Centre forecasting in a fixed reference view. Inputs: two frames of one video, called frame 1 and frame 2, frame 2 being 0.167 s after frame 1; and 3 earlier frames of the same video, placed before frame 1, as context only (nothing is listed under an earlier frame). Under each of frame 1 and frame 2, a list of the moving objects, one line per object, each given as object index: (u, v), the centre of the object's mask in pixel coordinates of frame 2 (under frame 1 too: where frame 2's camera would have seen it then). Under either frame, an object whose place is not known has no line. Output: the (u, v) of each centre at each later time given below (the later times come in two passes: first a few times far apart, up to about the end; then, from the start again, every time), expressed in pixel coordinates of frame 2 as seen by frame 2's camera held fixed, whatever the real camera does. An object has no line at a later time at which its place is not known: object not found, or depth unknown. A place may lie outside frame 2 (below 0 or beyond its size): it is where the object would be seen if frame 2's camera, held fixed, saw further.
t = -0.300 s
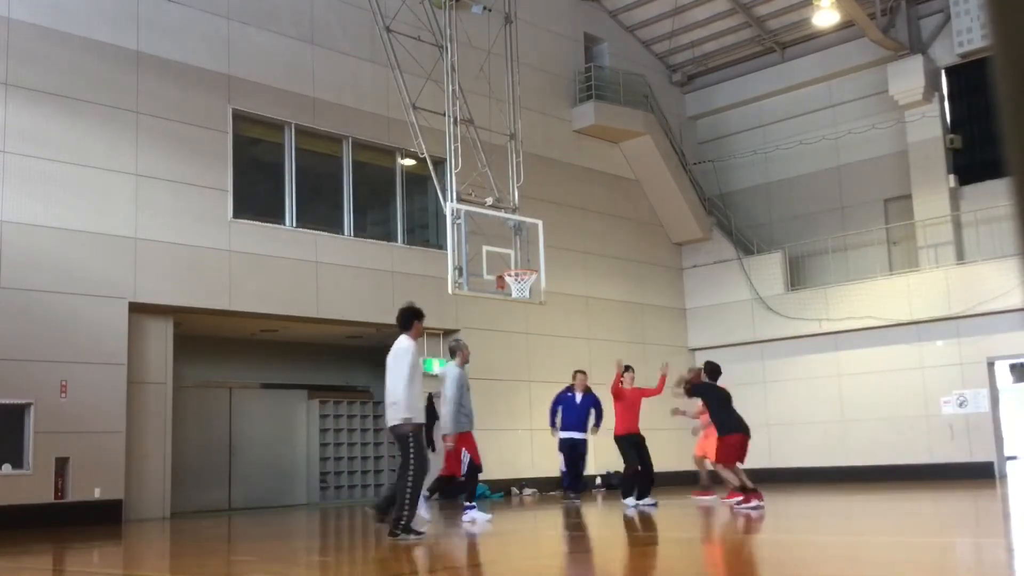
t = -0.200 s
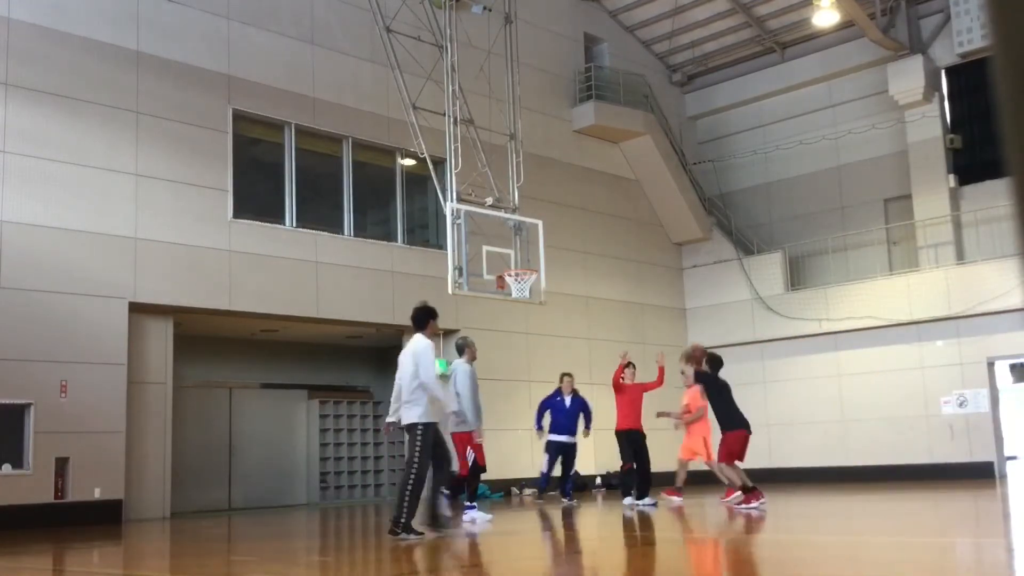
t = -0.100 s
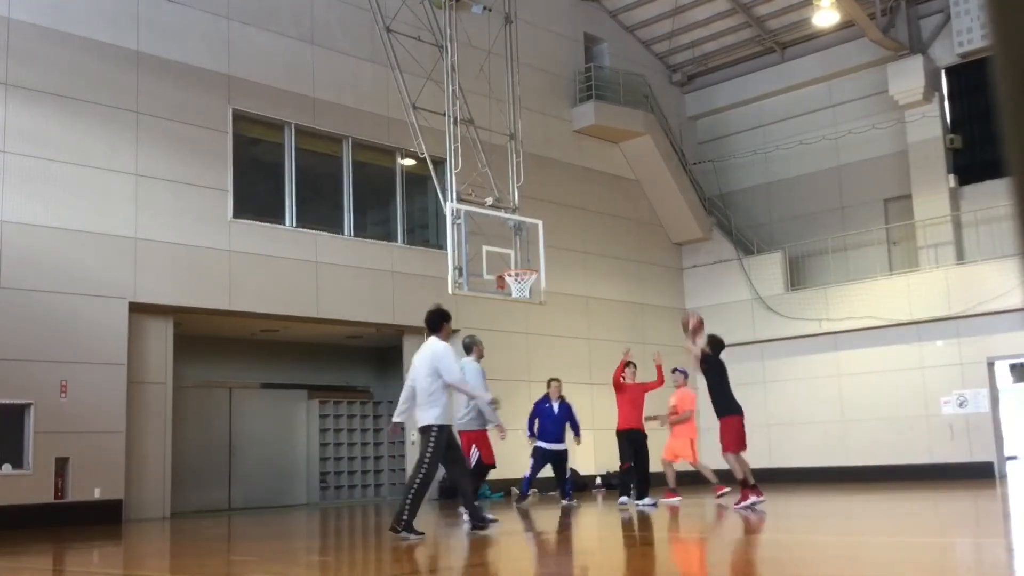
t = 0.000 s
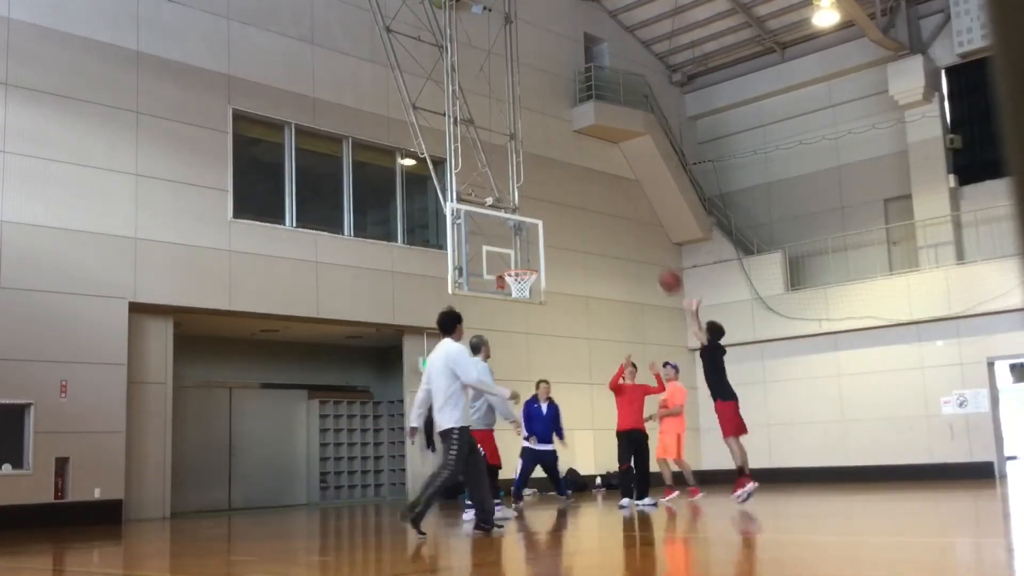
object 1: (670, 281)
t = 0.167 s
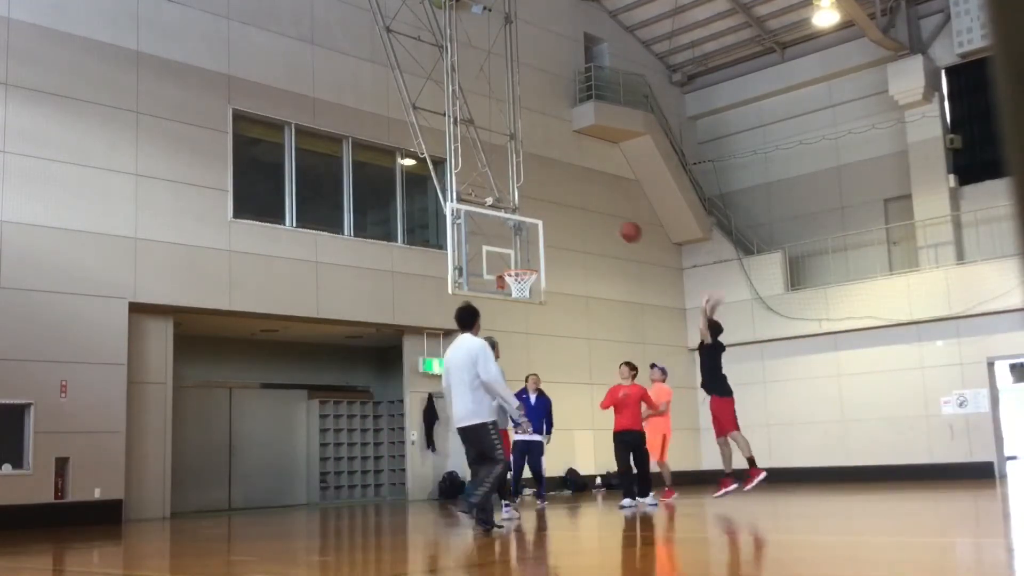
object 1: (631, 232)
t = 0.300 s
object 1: (603, 211)
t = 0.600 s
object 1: (550, 217)
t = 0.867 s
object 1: (512, 267)
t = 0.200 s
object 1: (624, 225)
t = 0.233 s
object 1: (617, 220)
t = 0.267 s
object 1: (610, 215)
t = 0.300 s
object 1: (603, 211)
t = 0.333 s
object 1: (596, 208)
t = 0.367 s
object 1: (590, 207)
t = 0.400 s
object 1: (584, 206)
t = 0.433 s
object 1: (578, 206)
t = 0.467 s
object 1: (572, 206)
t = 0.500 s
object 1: (566, 208)
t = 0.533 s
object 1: (561, 210)
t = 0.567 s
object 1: (555, 213)
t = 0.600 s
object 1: (550, 217)
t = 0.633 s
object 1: (545, 222)
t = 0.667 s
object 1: (539, 227)
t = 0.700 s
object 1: (534, 233)
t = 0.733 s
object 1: (529, 240)
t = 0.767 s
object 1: (525, 248)
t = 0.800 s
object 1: (520, 256)
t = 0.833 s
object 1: (515, 263)
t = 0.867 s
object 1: (512, 267)
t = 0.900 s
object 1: (516, 276)
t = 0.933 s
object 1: (518, 277)
